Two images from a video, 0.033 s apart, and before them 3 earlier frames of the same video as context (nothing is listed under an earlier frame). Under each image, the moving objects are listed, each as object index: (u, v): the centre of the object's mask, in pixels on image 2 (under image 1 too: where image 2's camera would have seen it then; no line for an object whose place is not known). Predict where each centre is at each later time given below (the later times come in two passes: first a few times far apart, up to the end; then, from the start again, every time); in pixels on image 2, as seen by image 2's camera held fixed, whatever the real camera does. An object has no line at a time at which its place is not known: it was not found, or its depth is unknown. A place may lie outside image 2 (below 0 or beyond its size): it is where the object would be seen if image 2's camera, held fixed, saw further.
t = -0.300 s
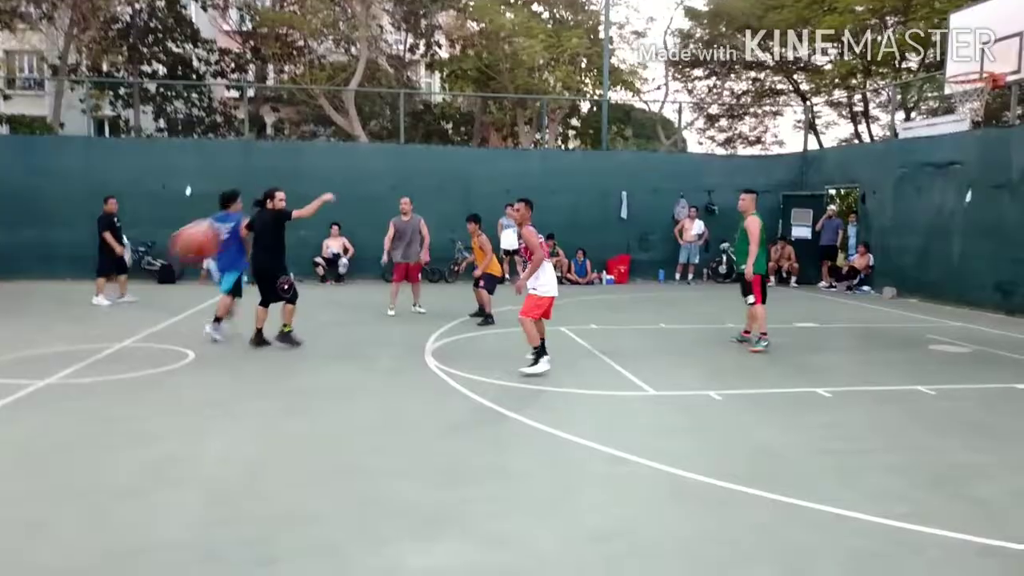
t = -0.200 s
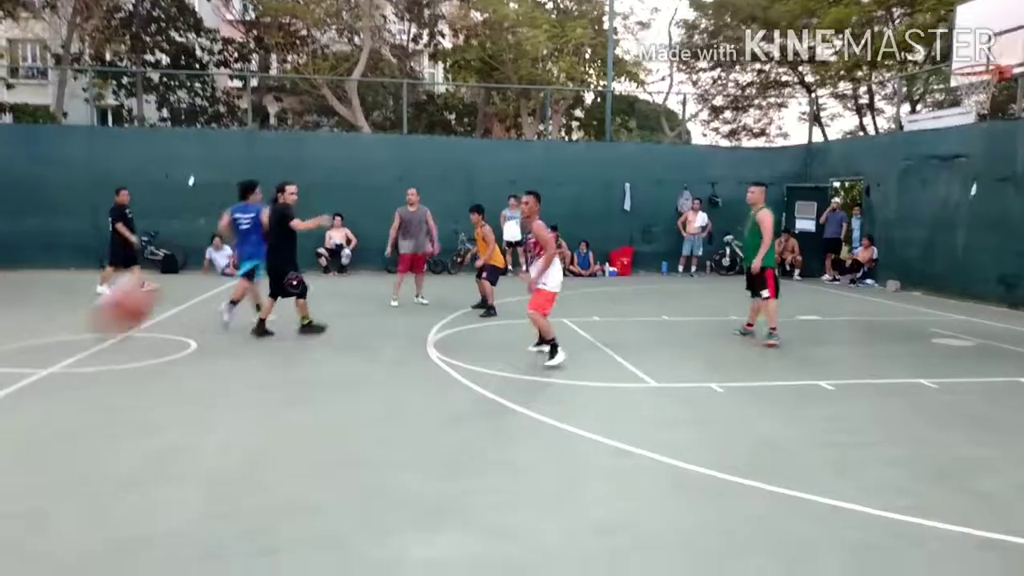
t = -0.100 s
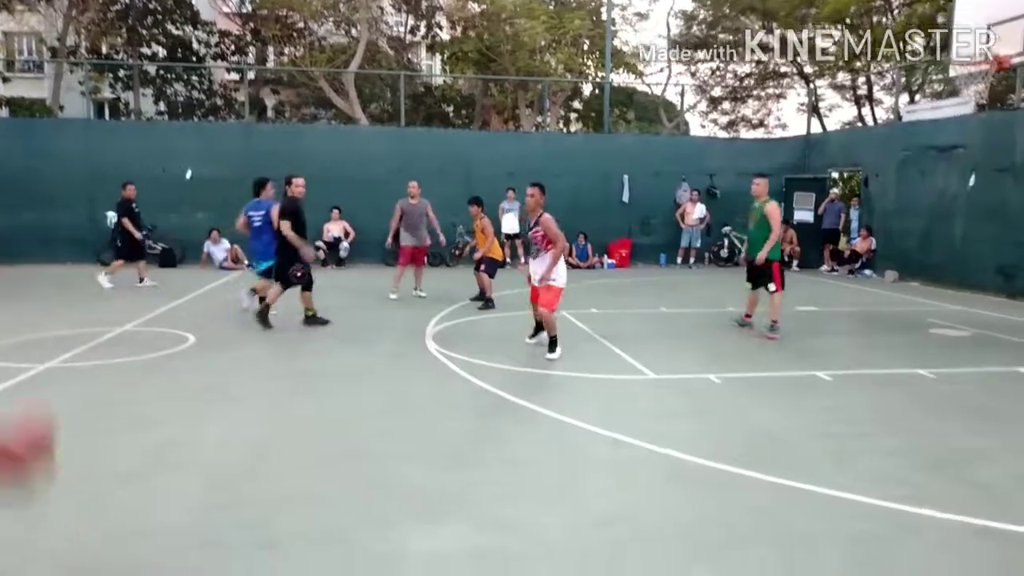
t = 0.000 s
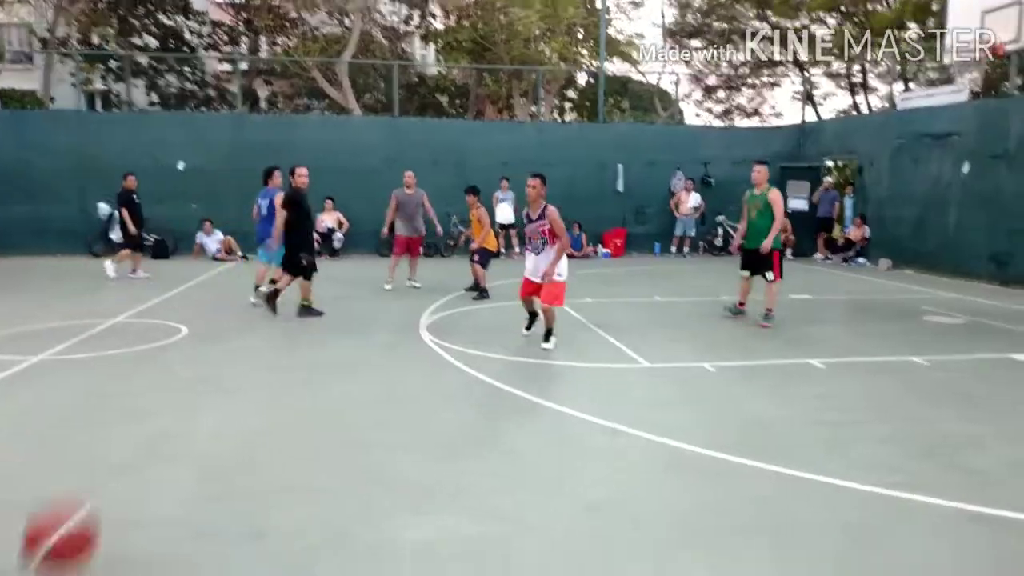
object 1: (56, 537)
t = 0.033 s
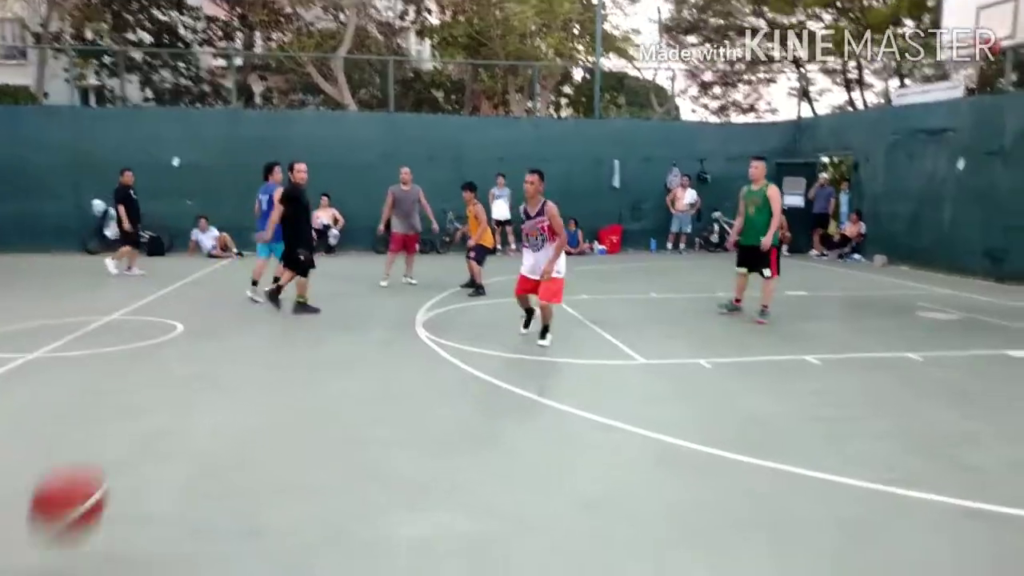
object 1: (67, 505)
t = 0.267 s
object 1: (164, 302)
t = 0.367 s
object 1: (212, 252)
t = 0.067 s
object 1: (81, 463)
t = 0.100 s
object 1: (94, 433)
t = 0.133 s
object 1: (105, 402)
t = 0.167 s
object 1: (120, 372)
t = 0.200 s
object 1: (133, 348)
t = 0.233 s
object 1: (148, 325)
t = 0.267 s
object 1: (164, 302)
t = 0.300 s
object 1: (180, 283)
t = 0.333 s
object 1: (196, 265)
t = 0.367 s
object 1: (212, 252)
